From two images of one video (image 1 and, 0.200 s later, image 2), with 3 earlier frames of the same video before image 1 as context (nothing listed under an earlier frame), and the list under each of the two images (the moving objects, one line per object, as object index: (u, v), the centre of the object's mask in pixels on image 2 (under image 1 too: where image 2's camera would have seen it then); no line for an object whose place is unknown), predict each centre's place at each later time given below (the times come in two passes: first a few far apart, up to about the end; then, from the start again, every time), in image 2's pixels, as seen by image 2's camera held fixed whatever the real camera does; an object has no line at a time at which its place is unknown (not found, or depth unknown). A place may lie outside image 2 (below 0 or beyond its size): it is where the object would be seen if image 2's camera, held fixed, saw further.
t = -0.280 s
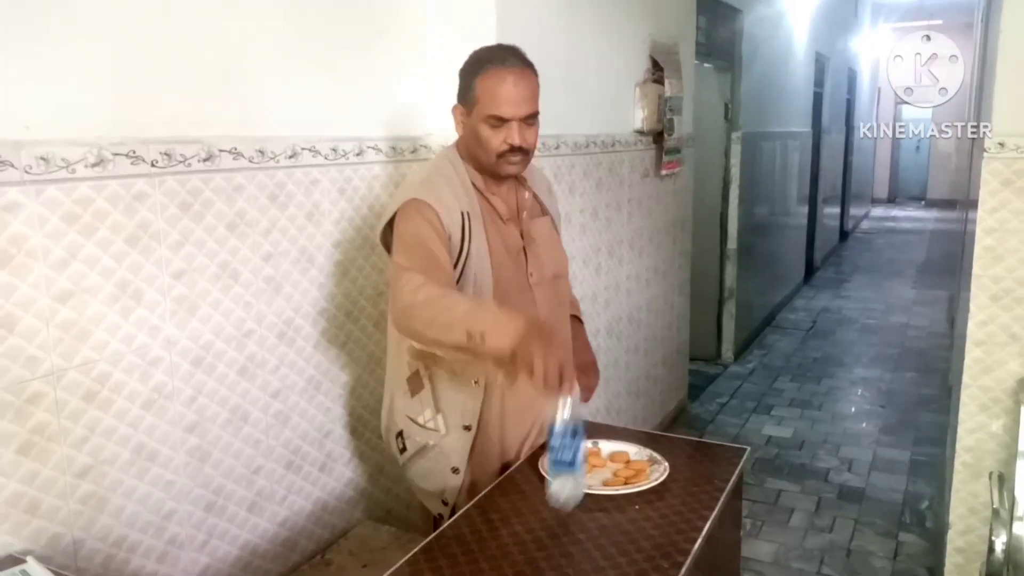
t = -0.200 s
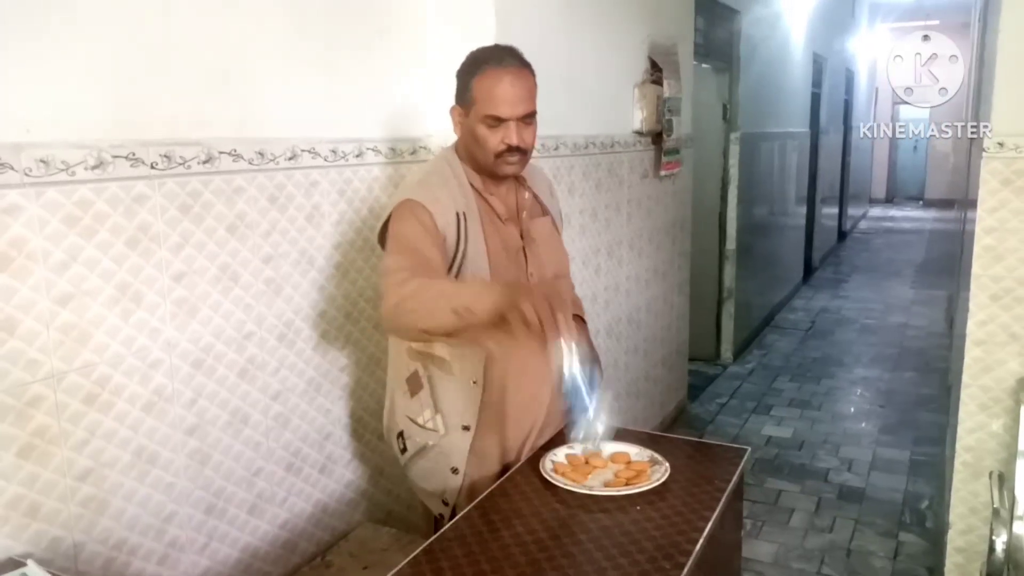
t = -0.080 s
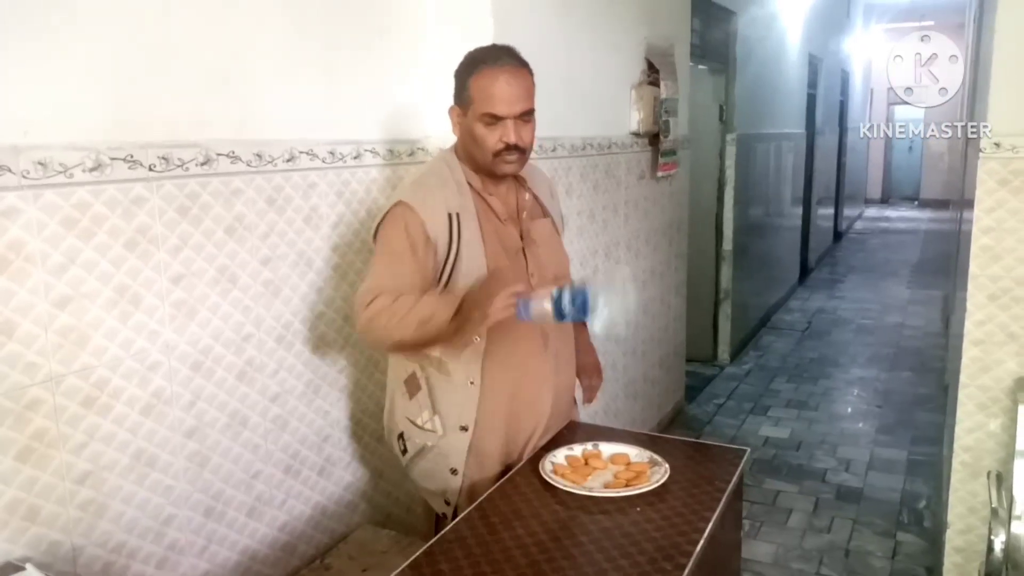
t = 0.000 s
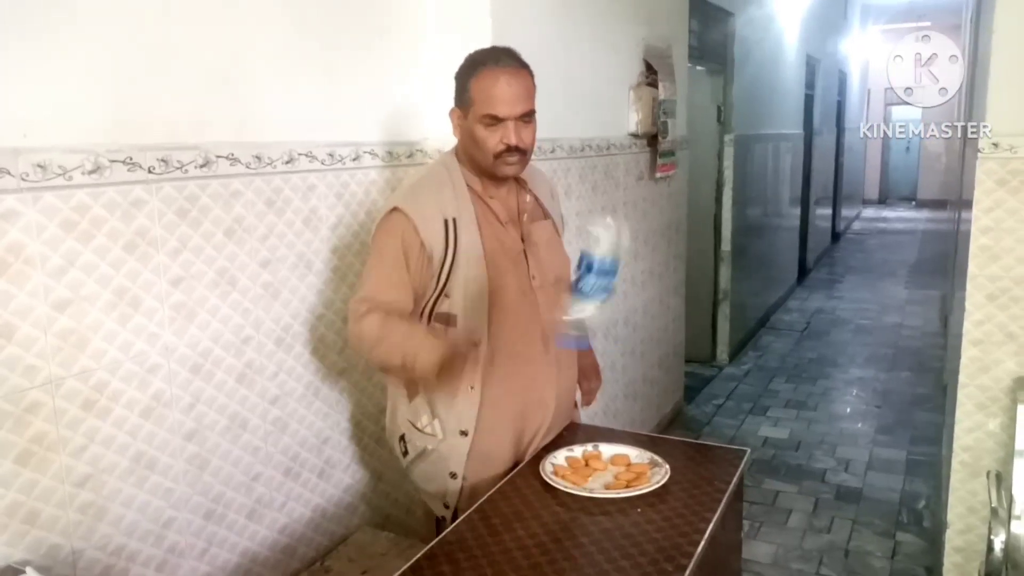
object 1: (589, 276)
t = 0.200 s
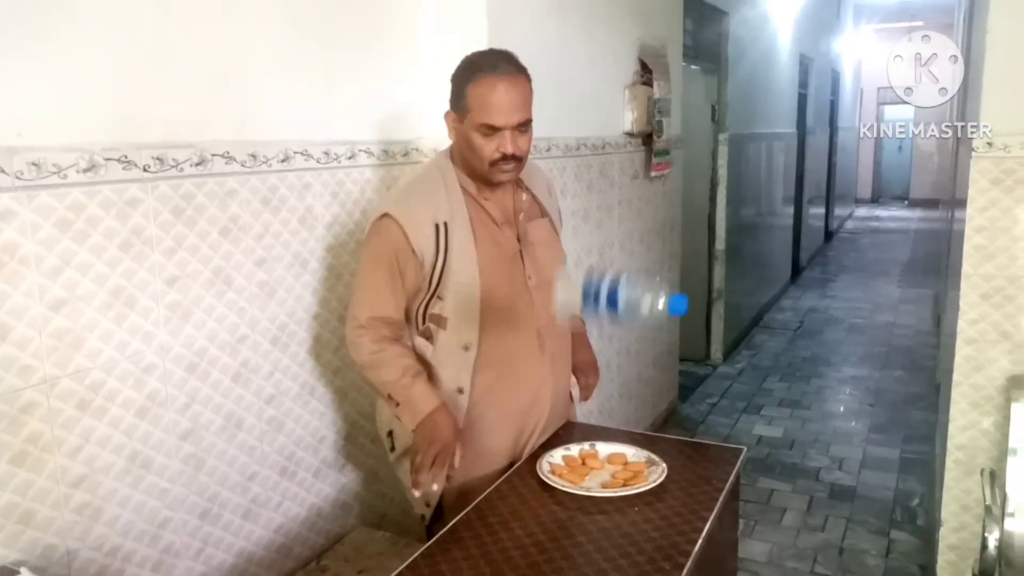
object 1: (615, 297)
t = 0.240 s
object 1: (611, 331)
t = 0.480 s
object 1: (625, 548)
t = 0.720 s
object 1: (630, 550)
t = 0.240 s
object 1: (611, 331)
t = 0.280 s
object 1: (612, 375)
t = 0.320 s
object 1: (615, 413)
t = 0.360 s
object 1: (603, 497)
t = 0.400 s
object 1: (619, 521)
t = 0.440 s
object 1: (631, 538)
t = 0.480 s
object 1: (625, 548)
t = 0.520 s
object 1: (628, 549)
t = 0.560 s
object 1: (629, 550)
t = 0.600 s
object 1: (630, 550)
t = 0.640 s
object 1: (630, 550)
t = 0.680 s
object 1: (630, 550)
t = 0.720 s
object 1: (630, 550)
